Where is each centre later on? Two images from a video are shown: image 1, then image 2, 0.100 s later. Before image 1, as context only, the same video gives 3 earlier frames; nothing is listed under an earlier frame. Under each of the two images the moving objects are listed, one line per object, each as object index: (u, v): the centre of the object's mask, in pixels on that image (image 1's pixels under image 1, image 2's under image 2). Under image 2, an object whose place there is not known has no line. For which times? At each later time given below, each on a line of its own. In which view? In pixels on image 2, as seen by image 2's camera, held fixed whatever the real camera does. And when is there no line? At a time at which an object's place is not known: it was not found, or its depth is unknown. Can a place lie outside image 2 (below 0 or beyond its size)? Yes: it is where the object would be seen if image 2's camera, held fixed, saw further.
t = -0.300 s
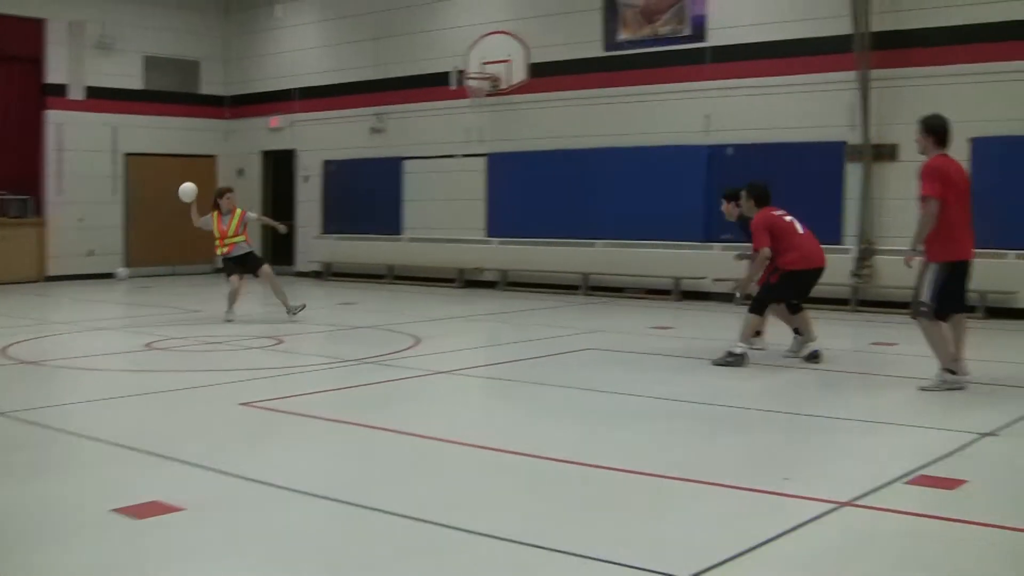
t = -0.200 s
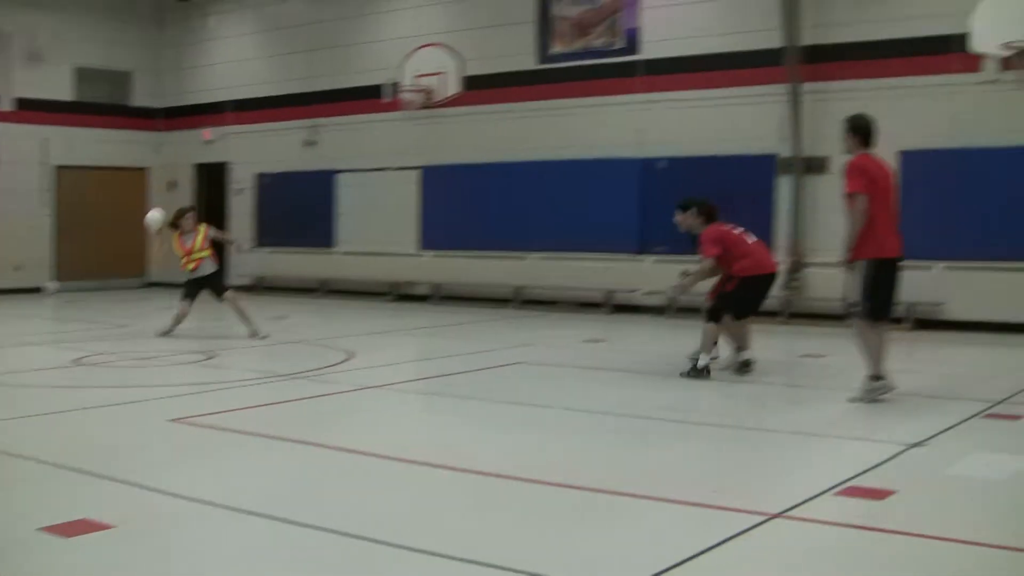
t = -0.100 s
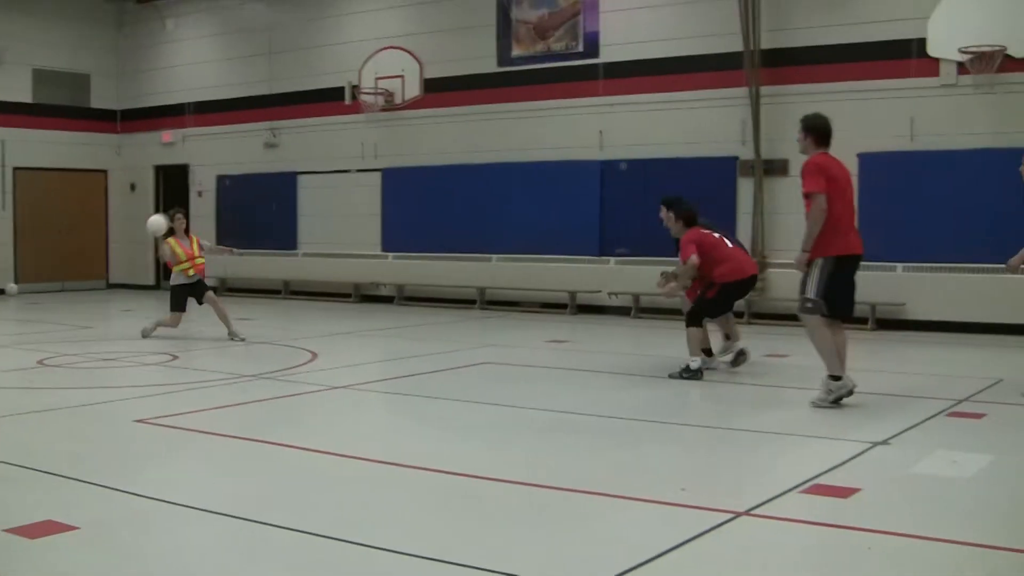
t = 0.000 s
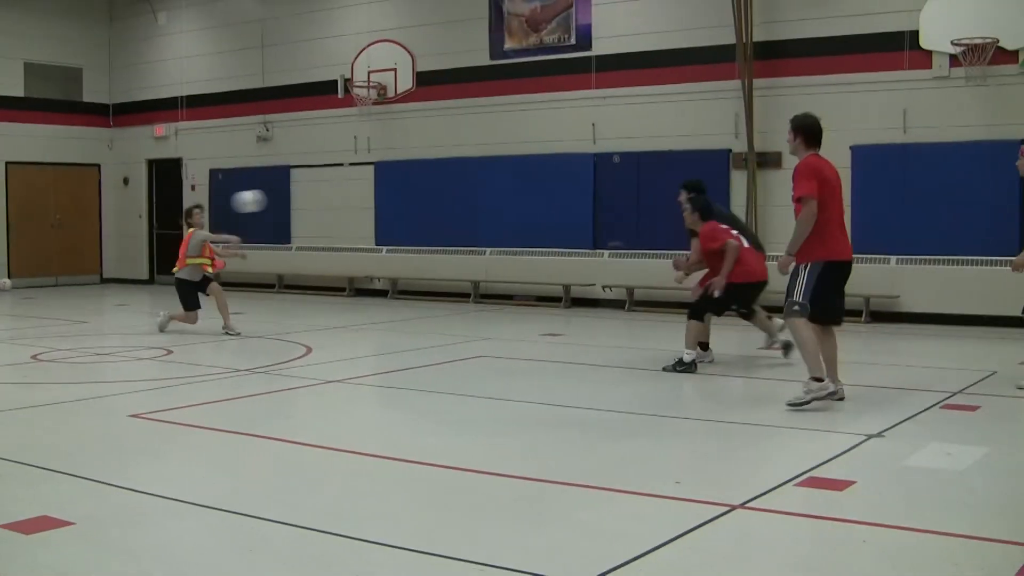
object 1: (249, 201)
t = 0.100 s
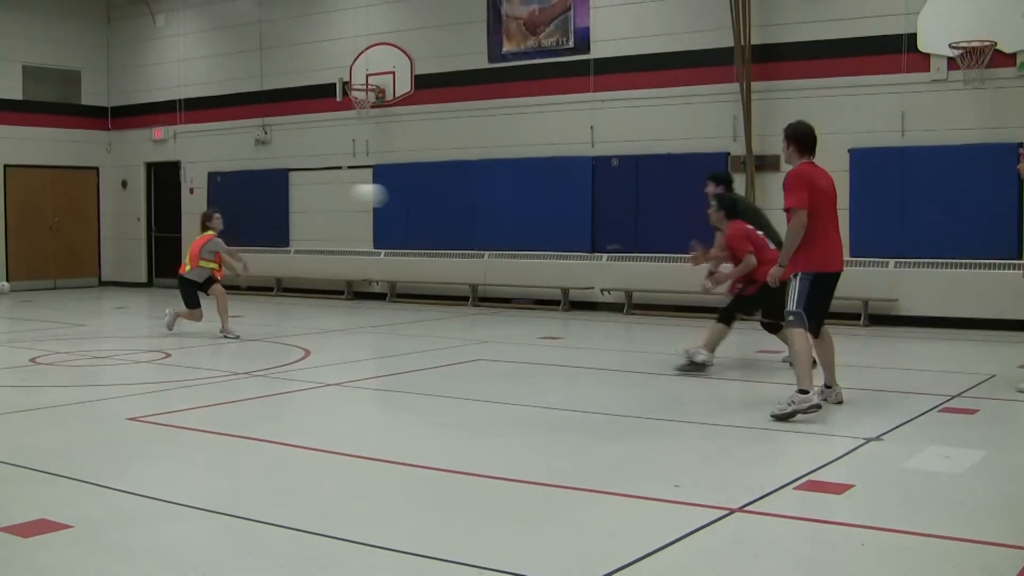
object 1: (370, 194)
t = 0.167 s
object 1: (456, 195)
